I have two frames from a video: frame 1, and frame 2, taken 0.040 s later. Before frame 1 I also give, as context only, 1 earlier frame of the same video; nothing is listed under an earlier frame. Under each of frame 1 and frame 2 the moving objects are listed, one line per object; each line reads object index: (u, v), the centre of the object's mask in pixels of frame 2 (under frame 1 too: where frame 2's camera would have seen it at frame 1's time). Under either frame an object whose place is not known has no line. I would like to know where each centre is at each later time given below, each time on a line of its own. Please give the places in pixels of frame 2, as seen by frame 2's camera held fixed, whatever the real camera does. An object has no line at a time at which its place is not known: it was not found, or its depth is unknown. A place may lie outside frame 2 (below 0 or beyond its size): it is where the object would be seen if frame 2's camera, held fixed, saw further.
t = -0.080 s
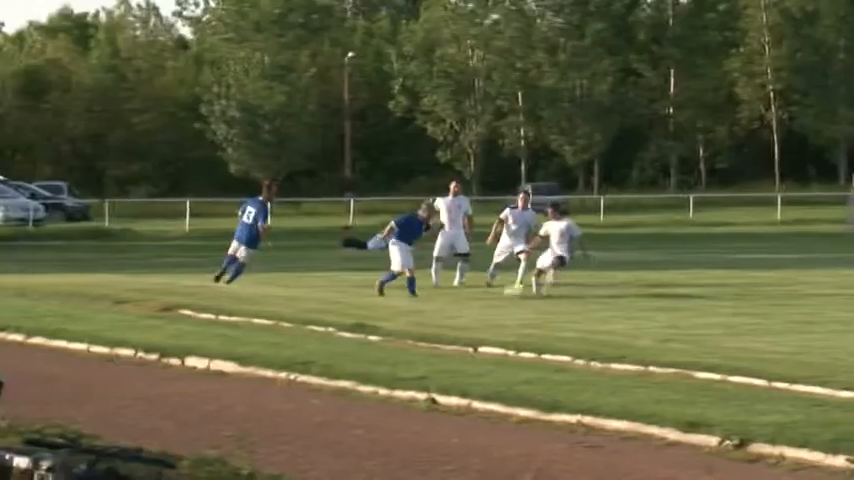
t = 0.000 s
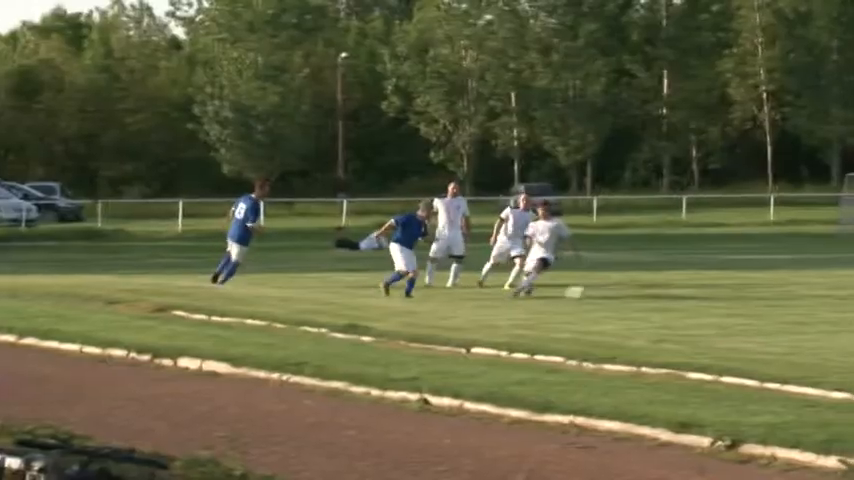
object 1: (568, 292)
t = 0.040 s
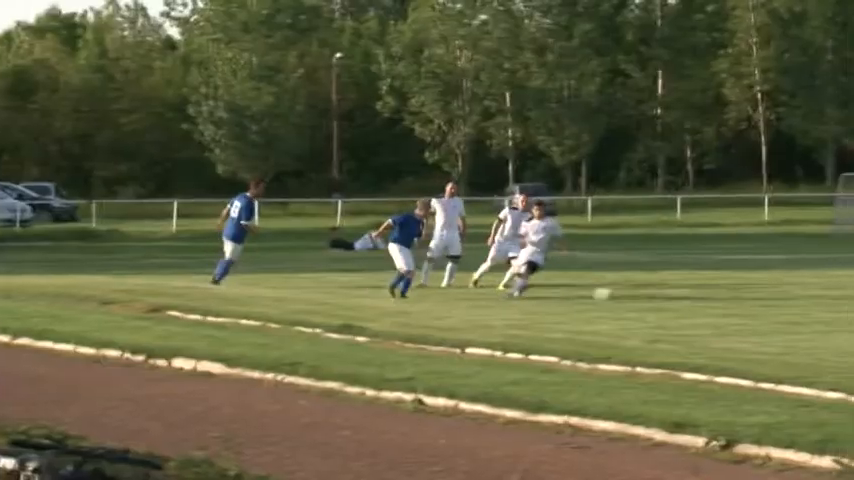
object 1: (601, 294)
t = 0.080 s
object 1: (634, 294)
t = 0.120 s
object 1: (666, 294)
